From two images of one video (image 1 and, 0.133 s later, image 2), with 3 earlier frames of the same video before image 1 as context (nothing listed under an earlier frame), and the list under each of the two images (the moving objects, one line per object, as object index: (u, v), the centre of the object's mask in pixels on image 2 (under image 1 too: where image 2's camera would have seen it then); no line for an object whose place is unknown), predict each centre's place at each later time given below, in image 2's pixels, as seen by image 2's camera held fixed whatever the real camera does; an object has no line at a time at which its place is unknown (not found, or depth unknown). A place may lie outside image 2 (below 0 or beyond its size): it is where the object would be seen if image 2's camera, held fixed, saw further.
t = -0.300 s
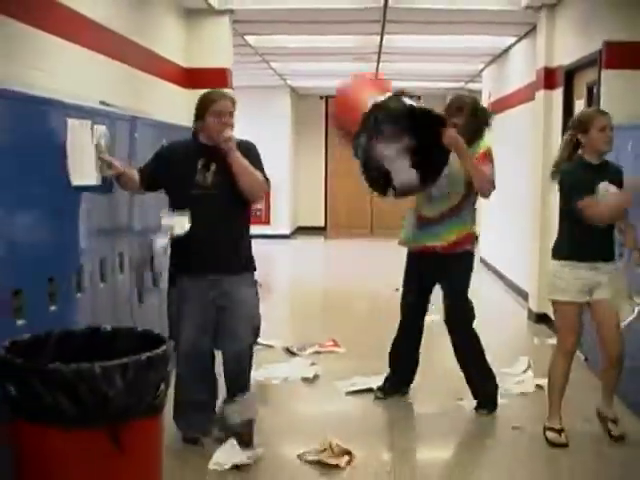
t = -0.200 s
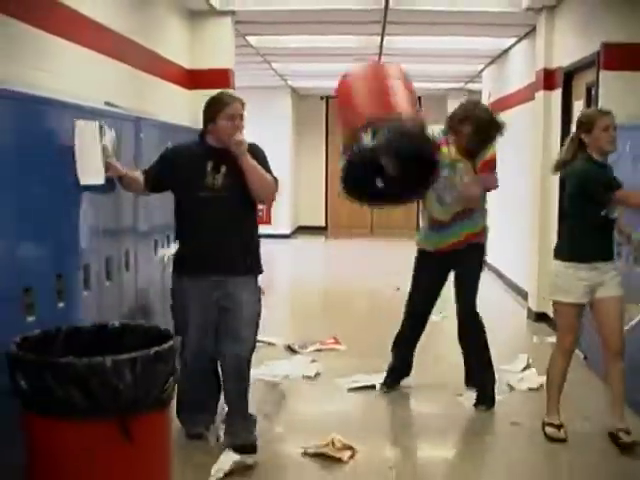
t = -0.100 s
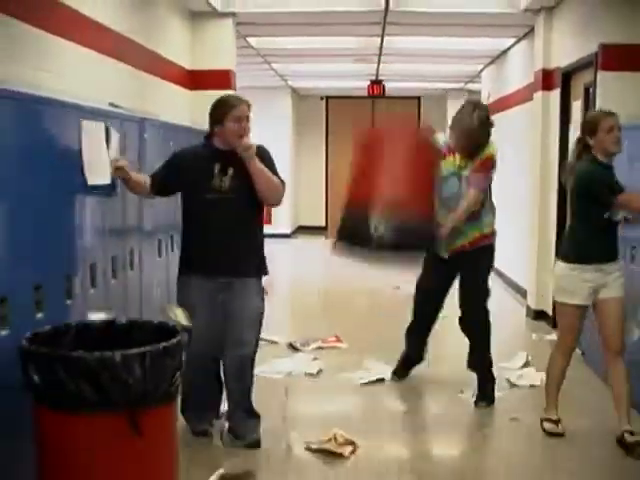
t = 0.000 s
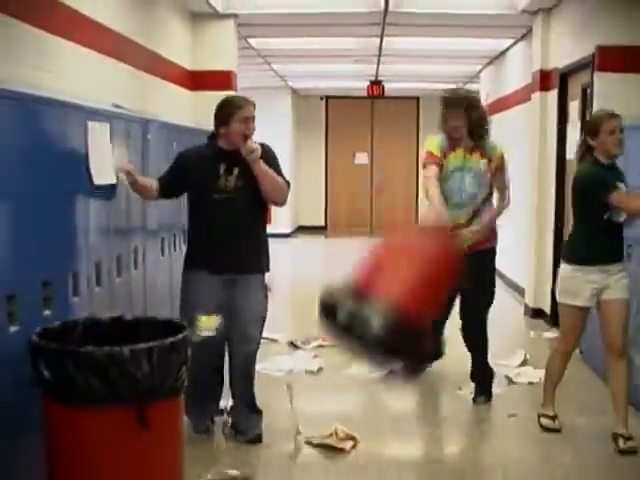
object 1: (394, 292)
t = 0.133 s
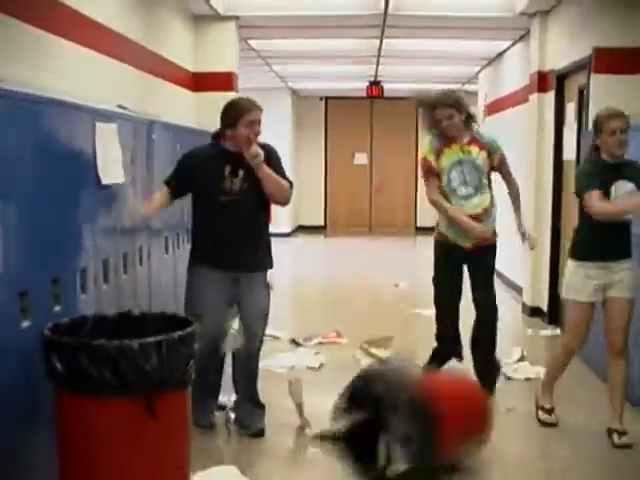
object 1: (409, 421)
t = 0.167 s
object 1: (423, 424)
